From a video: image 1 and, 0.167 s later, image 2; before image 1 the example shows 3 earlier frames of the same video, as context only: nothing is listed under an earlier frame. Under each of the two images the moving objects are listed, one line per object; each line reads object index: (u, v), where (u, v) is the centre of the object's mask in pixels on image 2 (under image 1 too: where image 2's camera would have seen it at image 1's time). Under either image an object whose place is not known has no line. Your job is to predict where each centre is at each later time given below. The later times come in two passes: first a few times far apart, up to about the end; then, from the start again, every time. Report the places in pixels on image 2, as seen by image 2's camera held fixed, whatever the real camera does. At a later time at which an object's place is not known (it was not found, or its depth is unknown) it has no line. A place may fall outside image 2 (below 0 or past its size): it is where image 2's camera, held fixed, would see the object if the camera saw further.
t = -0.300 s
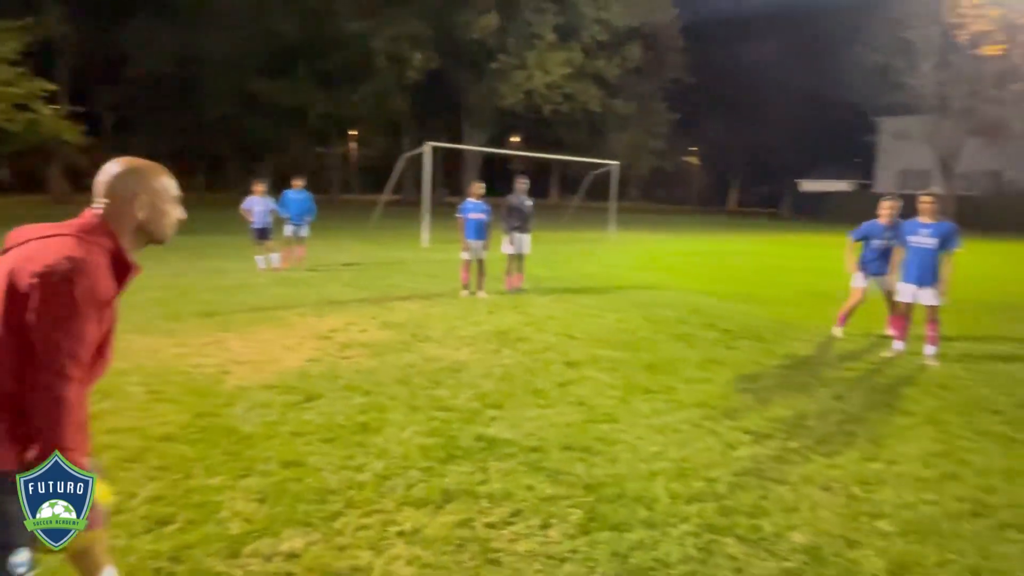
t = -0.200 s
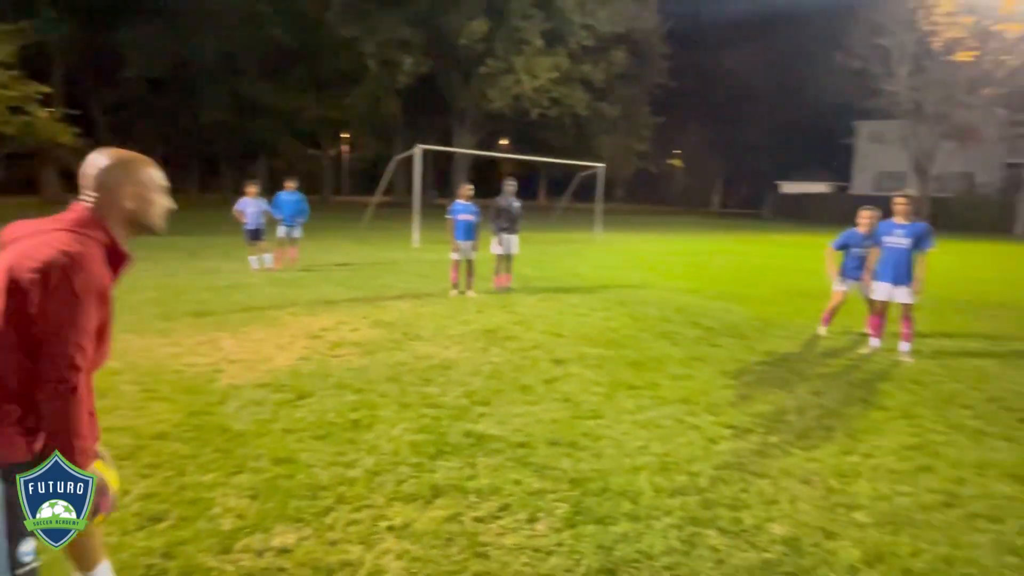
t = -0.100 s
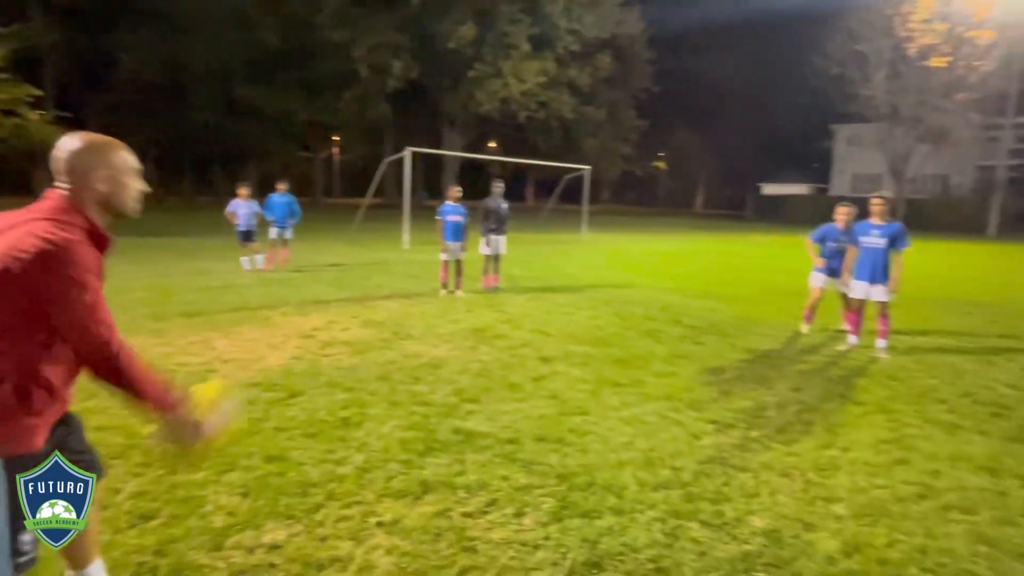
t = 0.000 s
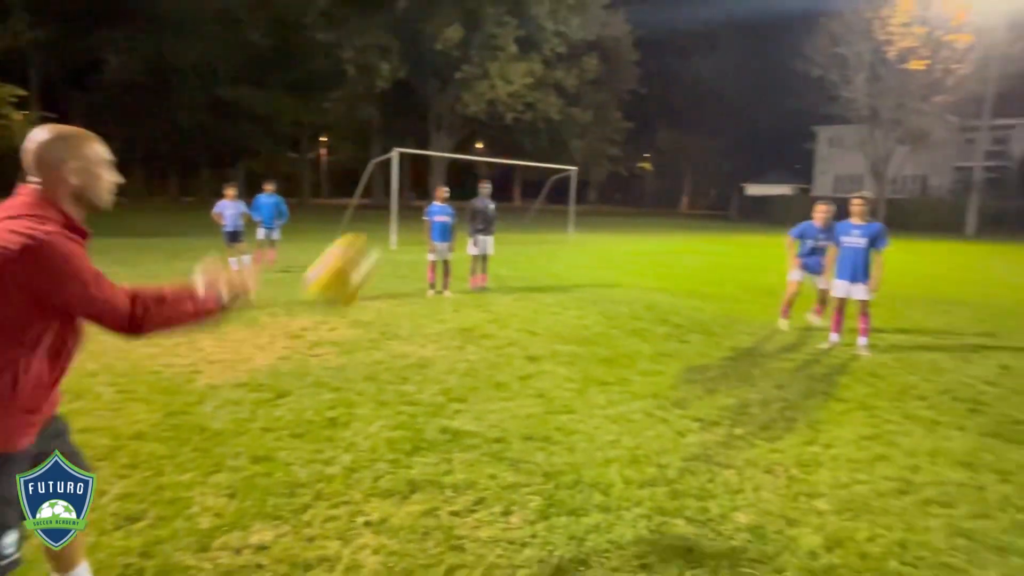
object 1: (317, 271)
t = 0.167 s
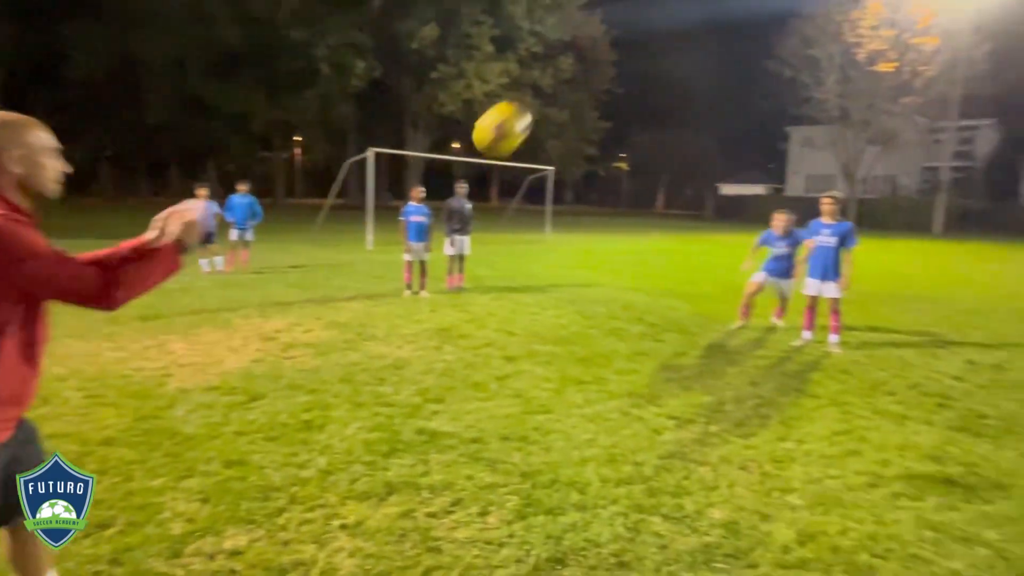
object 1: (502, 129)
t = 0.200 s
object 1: (530, 113)
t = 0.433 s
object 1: (671, 83)
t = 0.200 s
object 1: (530, 113)
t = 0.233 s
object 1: (556, 100)
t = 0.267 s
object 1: (579, 90)
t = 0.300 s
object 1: (601, 85)
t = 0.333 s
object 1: (621, 81)
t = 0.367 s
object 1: (639, 80)
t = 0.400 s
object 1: (656, 81)
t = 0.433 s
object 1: (671, 83)
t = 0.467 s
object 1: (686, 87)
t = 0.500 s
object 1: (698, 92)
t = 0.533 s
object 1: (709, 98)
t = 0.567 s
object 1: (719, 107)
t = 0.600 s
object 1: (730, 116)
